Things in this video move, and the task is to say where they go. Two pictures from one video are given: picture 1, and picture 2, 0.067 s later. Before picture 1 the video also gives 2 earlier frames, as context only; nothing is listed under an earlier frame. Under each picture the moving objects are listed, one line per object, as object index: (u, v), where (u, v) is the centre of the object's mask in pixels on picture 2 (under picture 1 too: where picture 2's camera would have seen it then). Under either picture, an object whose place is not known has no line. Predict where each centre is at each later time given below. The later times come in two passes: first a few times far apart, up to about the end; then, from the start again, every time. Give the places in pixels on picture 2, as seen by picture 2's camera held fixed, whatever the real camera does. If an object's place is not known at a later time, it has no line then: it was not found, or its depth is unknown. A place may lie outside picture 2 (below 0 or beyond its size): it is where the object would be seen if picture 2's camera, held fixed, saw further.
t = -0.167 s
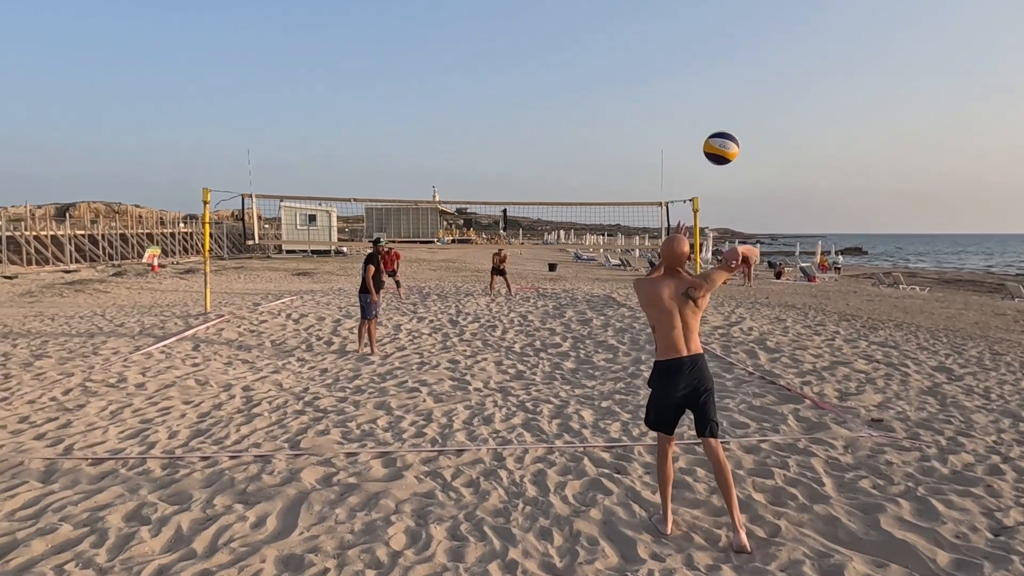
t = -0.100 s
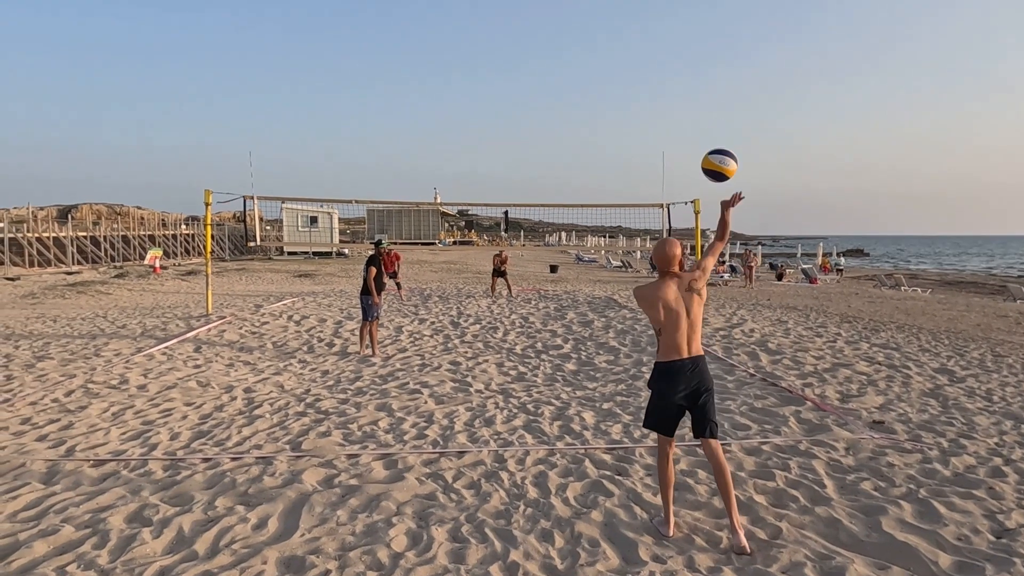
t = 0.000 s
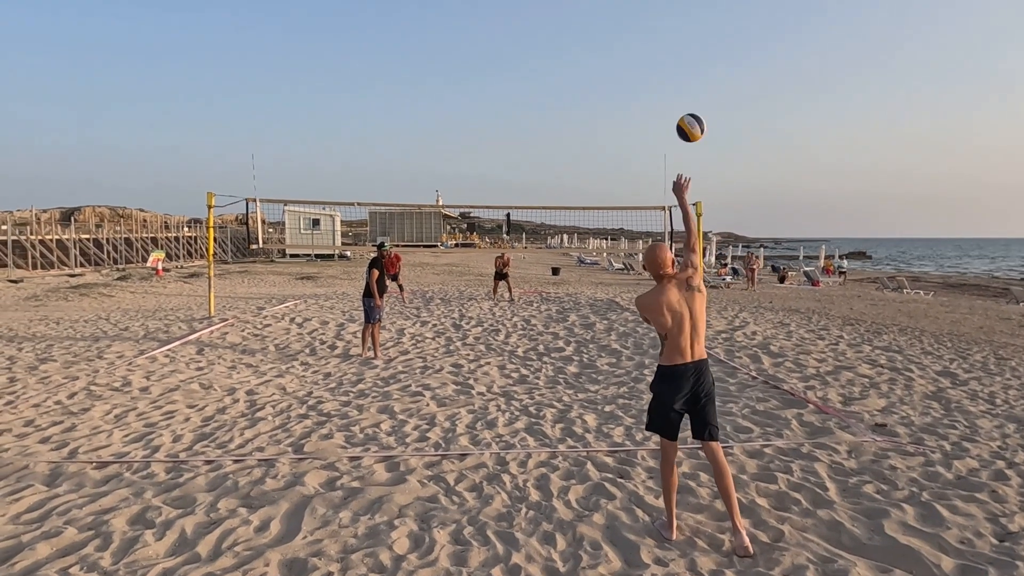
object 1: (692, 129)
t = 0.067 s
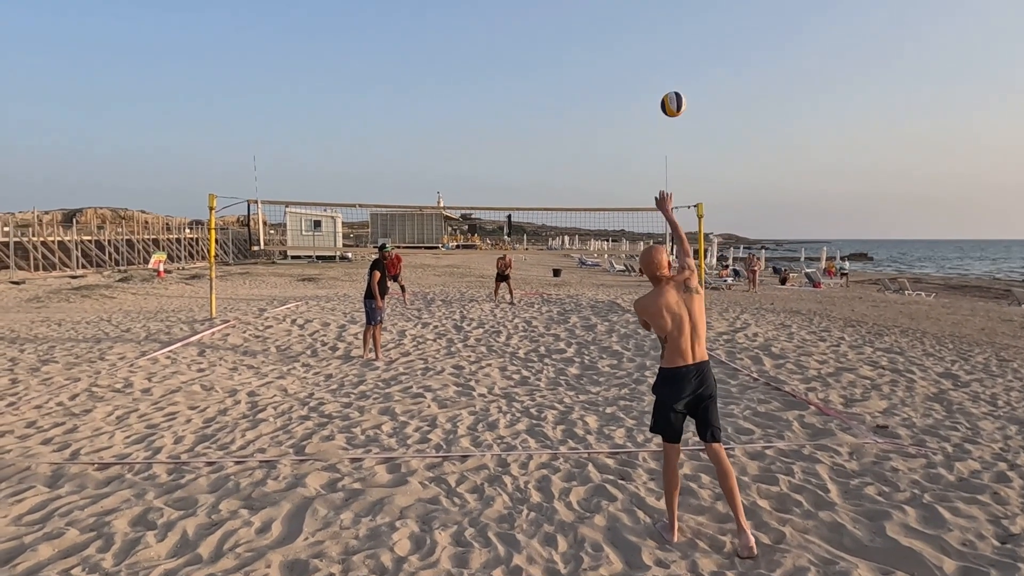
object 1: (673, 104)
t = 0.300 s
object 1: (629, 76)
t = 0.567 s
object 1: (599, 96)
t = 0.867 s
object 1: (573, 149)
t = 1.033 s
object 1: (561, 184)
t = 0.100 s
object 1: (665, 95)
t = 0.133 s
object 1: (658, 89)
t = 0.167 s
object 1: (651, 84)
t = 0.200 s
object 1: (645, 80)
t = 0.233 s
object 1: (639, 78)
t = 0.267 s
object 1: (634, 76)
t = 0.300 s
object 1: (629, 76)
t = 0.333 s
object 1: (624, 76)
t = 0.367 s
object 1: (619, 78)
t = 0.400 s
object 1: (615, 80)
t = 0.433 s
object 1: (613, 81)
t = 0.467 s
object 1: (609, 84)
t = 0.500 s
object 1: (606, 88)
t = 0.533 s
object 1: (602, 91)
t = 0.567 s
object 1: (599, 96)
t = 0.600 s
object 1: (596, 100)
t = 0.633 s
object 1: (593, 105)
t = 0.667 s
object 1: (590, 111)
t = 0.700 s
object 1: (587, 117)
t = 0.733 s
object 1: (584, 123)
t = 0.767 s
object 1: (581, 129)
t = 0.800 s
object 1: (578, 135)
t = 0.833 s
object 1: (575, 142)
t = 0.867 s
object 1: (573, 149)
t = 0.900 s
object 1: (570, 156)
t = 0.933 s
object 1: (568, 163)
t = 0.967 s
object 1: (566, 170)
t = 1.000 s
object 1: (563, 177)
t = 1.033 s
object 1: (561, 184)
